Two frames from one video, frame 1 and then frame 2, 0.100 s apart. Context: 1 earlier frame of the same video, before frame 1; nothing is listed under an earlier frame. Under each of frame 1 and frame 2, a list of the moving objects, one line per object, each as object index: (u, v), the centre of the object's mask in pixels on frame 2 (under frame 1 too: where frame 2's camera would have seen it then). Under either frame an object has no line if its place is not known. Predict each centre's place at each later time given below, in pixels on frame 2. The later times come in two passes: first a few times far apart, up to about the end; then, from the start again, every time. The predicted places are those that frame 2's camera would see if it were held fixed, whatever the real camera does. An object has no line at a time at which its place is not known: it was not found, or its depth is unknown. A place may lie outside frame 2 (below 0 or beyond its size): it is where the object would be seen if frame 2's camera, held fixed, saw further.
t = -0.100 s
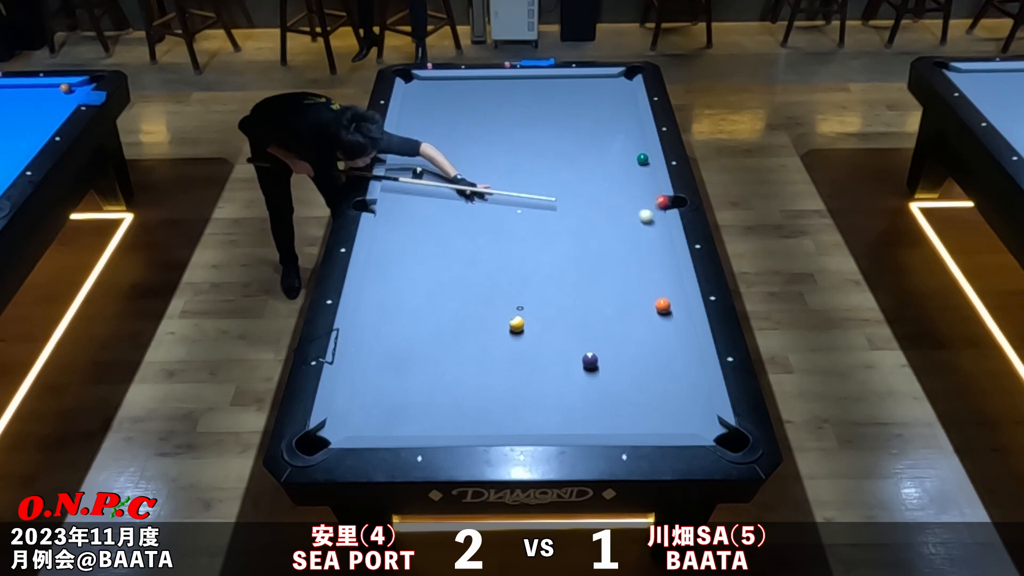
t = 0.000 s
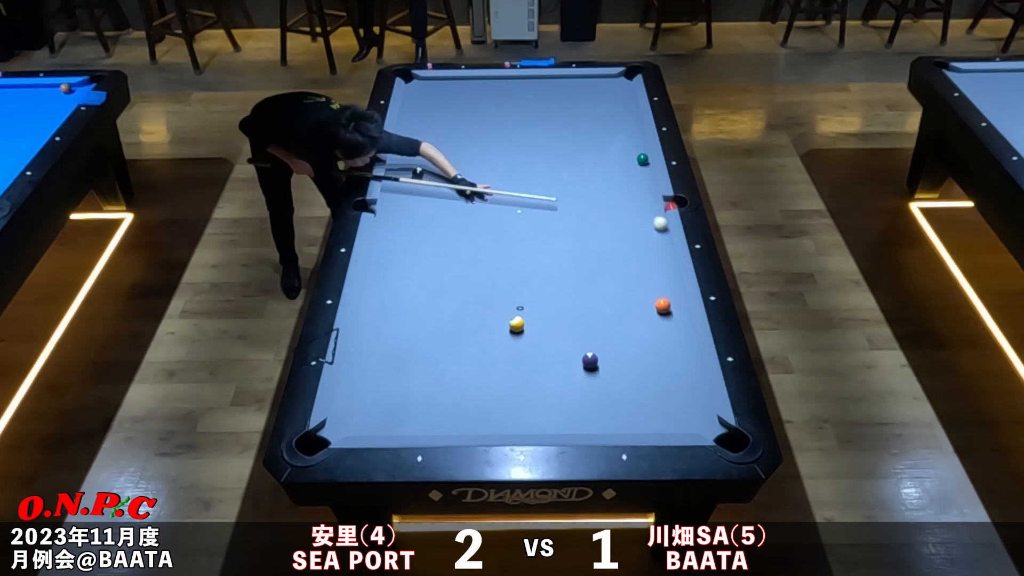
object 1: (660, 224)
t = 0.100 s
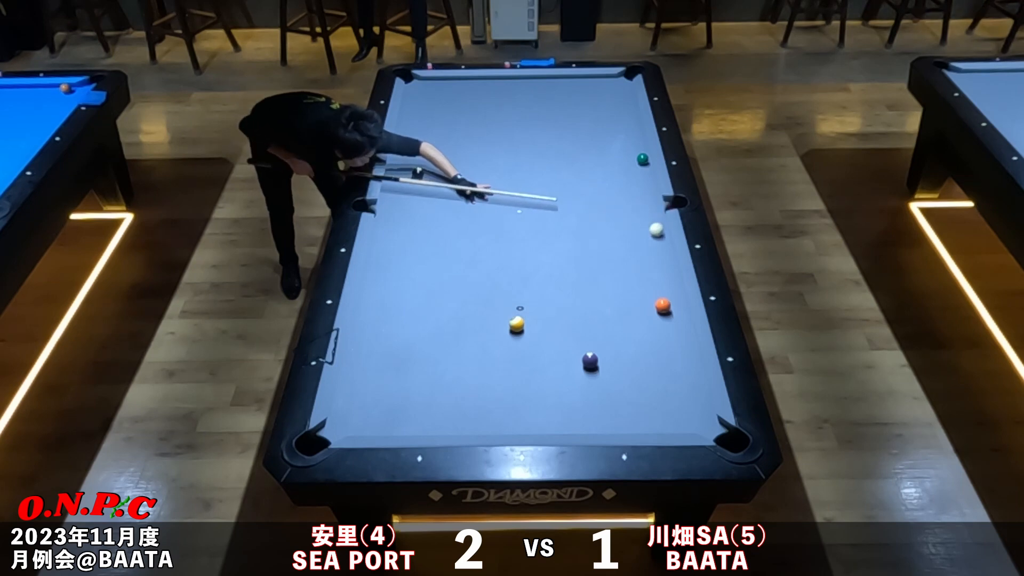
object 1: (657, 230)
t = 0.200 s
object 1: (650, 236)
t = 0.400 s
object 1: (638, 248)
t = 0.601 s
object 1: (626, 260)
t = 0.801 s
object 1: (614, 272)
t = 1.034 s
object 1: (600, 286)
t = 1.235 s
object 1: (588, 298)
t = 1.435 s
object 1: (576, 309)
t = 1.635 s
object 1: (564, 320)
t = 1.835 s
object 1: (553, 331)
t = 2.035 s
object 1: (541, 342)
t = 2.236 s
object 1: (530, 353)
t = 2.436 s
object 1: (520, 363)
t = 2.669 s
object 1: (507, 374)
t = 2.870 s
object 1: (497, 384)
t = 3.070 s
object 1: (488, 393)
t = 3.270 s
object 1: (479, 402)
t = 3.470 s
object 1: (471, 410)
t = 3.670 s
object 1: (463, 418)
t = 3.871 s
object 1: (456, 423)
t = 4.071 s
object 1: (450, 428)
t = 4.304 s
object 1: (446, 426)
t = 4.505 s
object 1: (443, 425)
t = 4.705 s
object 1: (440, 424)
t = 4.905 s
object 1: (439, 423)
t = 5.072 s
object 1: (438, 423)
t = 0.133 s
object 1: (655, 232)
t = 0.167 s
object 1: (653, 234)
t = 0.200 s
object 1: (650, 236)
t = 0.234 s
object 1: (648, 238)
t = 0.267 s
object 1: (646, 240)
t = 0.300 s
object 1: (644, 242)
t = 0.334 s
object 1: (642, 244)
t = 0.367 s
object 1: (640, 246)
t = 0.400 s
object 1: (638, 248)
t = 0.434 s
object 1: (636, 250)
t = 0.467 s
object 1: (634, 252)
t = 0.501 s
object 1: (632, 254)
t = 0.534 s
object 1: (630, 256)
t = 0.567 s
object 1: (628, 258)
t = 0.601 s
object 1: (626, 260)
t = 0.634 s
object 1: (624, 262)
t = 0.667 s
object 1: (622, 264)
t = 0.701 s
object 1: (620, 266)
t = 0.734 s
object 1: (618, 268)
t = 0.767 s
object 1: (616, 270)
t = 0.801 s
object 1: (614, 272)
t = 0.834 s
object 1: (612, 274)
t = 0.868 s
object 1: (610, 276)
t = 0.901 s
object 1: (608, 278)
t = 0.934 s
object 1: (606, 280)
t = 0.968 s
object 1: (604, 282)
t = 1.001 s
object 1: (602, 284)
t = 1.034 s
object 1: (600, 286)
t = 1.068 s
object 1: (598, 288)
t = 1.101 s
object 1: (596, 290)
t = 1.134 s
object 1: (594, 291)
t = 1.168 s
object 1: (592, 293)
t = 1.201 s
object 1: (590, 295)
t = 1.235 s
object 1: (588, 298)
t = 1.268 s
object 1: (586, 299)
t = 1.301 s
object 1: (584, 301)
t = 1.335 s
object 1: (582, 303)
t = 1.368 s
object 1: (580, 305)
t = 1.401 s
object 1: (578, 307)
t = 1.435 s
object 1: (576, 309)
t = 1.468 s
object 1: (574, 311)
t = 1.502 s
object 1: (572, 312)
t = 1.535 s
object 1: (570, 314)
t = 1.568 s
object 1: (568, 316)
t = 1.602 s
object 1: (566, 319)
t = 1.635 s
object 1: (564, 320)
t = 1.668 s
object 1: (562, 322)
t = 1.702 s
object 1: (560, 323)
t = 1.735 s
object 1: (558, 326)
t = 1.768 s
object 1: (556, 327)
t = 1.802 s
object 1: (554, 330)
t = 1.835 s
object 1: (553, 331)
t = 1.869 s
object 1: (551, 333)
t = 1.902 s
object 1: (549, 335)
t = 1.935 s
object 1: (547, 337)
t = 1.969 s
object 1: (545, 338)
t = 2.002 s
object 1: (543, 341)
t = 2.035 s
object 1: (541, 342)
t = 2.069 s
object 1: (539, 345)
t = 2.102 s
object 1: (538, 346)
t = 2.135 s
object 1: (536, 348)
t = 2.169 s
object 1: (534, 349)
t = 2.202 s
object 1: (532, 351)
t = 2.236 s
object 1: (530, 353)
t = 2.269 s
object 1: (529, 355)
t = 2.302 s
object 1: (527, 356)
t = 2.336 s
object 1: (525, 358)
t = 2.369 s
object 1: (523, 359)
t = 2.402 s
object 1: (521, 362)
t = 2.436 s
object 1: (520, 363)
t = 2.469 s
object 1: (518, 365)
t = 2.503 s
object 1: (516, 366)
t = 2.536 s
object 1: (514, 368)
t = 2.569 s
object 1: (513, 370)
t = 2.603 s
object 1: (511, 371)
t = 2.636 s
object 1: (509, 373)
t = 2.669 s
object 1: (507, 374)
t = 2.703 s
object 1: (506, 376)
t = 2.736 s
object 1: (504, 379)
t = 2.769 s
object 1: (502, 380)
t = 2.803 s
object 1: (501, 382)
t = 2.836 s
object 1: (499, 383)
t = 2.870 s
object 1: (497, 384)
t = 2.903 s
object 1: (496, 386)
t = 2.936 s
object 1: (494, 387)
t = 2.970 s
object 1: (493, 389)
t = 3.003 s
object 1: (491, 390)
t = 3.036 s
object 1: (490, 392)
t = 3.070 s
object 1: (488, 393)
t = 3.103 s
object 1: (486, 395)
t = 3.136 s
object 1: (485, 396)
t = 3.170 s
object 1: (484, 398)
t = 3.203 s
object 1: (482, 399)
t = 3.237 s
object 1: (481, 401)
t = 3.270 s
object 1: (479, 402)
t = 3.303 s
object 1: (478, 403)
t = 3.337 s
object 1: (476, 405)
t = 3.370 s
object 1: (475, 406)
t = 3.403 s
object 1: (473, 407)
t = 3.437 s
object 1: (472, 409)
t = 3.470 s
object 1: (471, 410)
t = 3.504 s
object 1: (469, 412)
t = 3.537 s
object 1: (468, 413)
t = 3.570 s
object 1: (467, 414)
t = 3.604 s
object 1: (465, 415)
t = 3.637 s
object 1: (464, 417)
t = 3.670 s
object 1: (463, 418)
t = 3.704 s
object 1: (462, 419)
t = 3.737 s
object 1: (460, 420)
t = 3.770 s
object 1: (459, 421)
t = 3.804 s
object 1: (458, 422)
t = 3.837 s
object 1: (457, 423)
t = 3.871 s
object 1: (456, 423)
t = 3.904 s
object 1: (455, 425)
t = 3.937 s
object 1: (453, 426)
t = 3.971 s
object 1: (453, 426)
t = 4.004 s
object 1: (452, 427)
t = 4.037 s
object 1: (450, 427)
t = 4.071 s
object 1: (450, 428)
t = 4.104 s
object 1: (449, 427)
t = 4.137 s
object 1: (448, 427)
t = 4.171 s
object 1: (448, 427)
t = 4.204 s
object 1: (447, 427)
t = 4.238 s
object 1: (447, 426)
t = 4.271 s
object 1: (446, 426)
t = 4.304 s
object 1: (446, 426)
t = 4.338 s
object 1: (445, 426)
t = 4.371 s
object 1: (444, 426)
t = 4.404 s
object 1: (444, 425)
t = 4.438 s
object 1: (443, 425)
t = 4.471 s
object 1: (443, 425)
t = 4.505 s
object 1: (443, 425)
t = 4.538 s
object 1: (442, 425)
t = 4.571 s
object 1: (442, 424)
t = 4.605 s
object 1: (441, 424)
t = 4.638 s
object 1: (441, 424)
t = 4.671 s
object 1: (441, 424)
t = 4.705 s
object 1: (440, 424)
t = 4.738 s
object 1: (440, 424)
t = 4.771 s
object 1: (440, 424)
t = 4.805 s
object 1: (439, 424)
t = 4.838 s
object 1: (439, 423)
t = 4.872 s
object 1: (439, 424)
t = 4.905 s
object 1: (439, 423)
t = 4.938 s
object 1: (439, 423)
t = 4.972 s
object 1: (438, 423)
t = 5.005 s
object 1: (438, 423)
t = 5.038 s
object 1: (438, 423)
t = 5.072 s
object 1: (438, 423)
